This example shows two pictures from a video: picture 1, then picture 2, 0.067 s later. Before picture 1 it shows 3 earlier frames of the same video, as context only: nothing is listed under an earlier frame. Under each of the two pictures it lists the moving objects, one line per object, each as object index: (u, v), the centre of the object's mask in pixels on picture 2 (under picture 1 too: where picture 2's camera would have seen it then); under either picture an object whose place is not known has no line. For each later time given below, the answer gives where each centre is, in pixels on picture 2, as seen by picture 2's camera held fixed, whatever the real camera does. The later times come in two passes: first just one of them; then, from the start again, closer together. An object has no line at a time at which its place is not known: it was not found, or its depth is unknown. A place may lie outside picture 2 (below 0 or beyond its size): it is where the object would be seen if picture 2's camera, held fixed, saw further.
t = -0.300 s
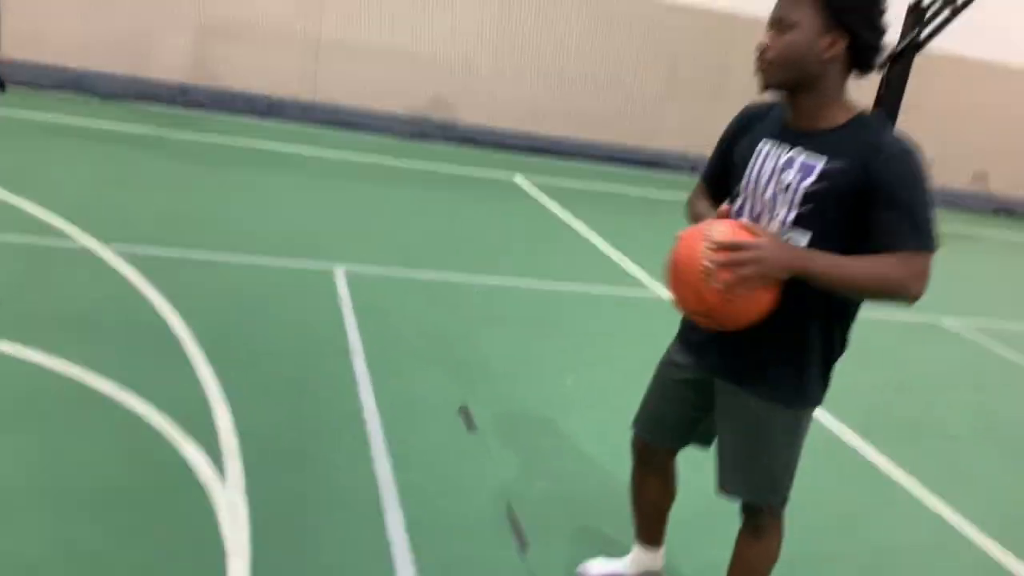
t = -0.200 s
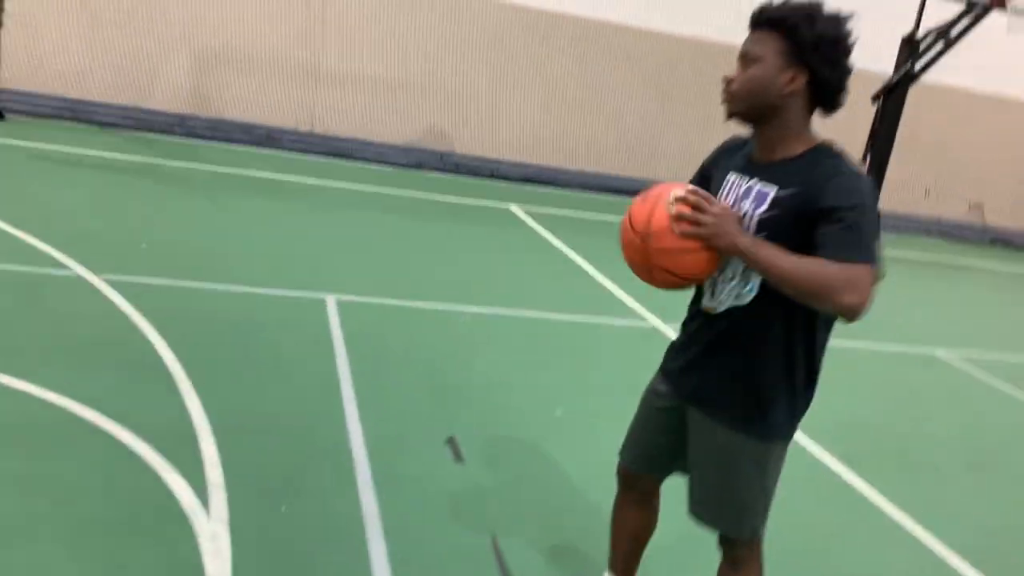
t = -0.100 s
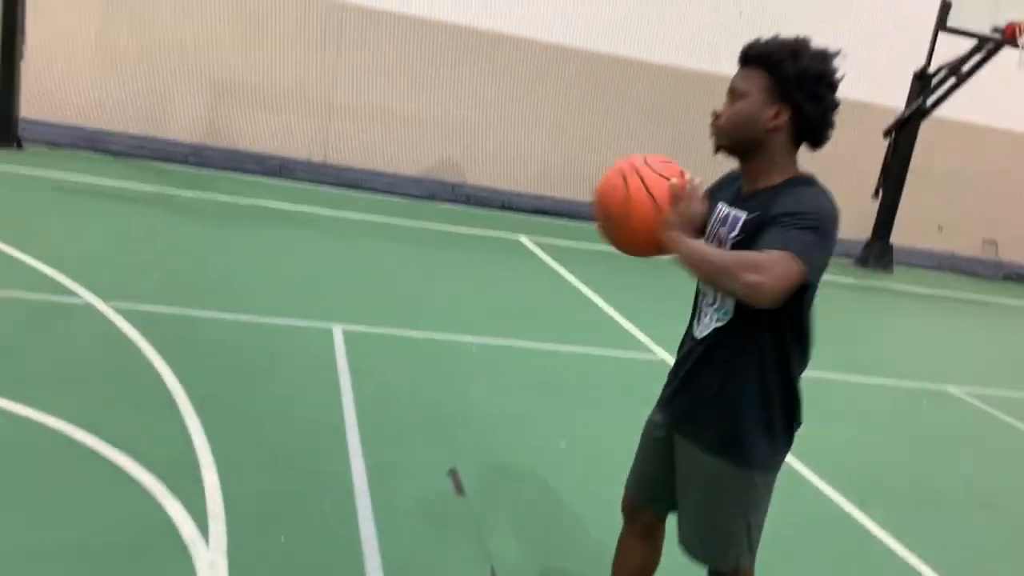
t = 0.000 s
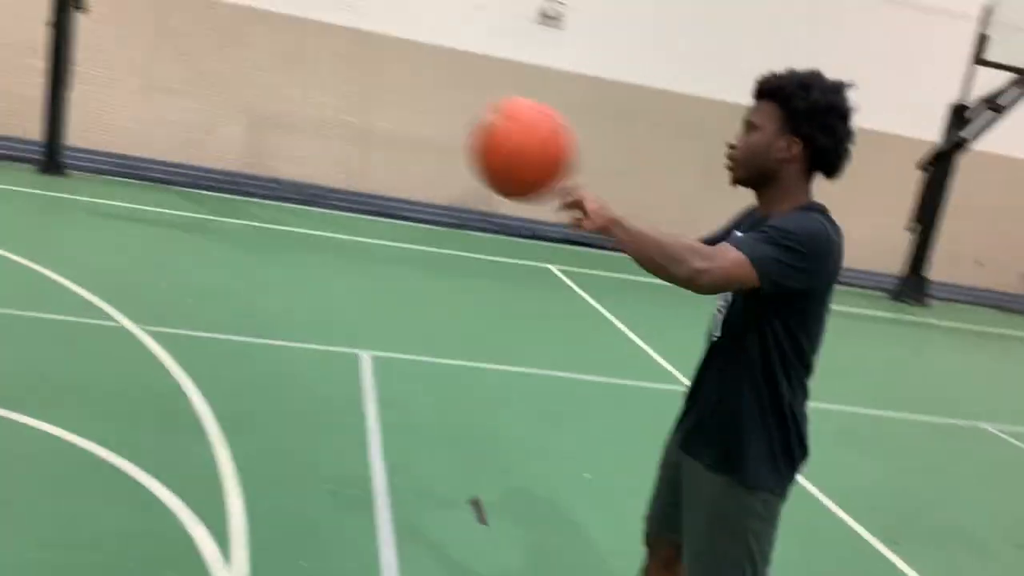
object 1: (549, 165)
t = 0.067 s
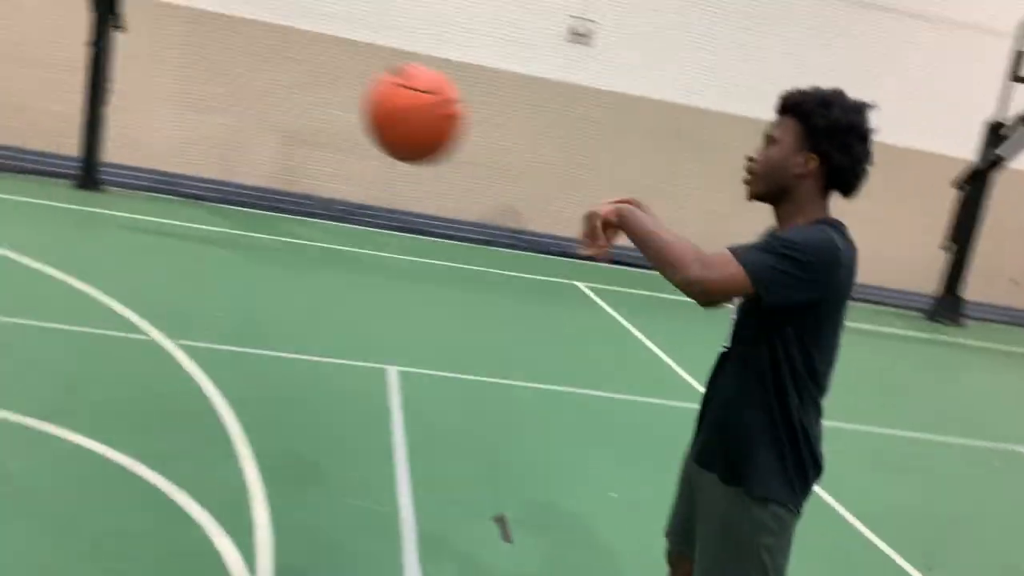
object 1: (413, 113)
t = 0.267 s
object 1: (58, 66)
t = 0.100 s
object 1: (349, 94)
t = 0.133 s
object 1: (286, 80)
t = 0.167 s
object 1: (225, 70)
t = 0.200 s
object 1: (168, 65)
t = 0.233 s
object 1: (111, 64)
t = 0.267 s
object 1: (58, 66)
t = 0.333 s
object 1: (-44, 82)
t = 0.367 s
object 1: (-91, 95)
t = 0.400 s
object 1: (-138, 112)
